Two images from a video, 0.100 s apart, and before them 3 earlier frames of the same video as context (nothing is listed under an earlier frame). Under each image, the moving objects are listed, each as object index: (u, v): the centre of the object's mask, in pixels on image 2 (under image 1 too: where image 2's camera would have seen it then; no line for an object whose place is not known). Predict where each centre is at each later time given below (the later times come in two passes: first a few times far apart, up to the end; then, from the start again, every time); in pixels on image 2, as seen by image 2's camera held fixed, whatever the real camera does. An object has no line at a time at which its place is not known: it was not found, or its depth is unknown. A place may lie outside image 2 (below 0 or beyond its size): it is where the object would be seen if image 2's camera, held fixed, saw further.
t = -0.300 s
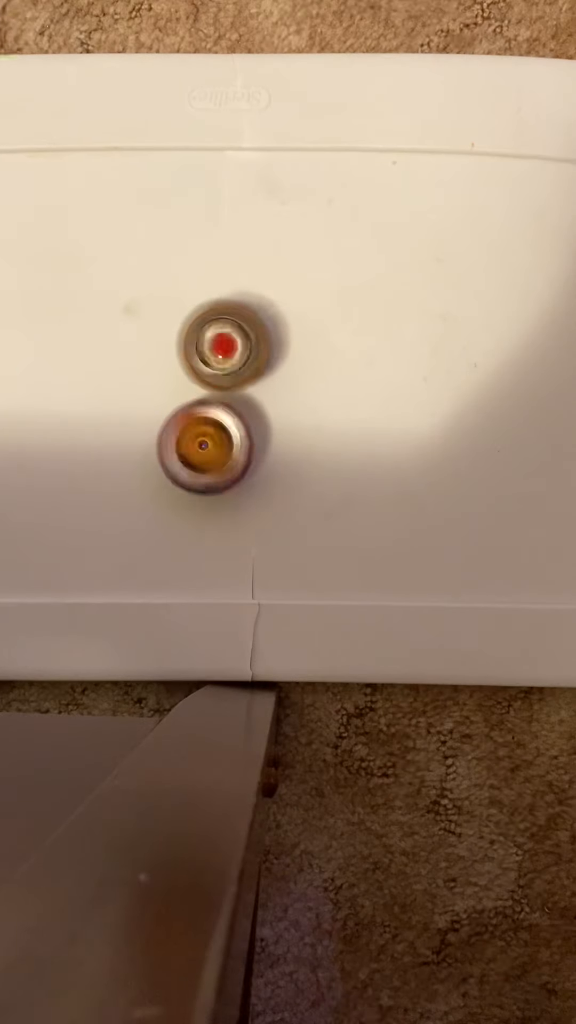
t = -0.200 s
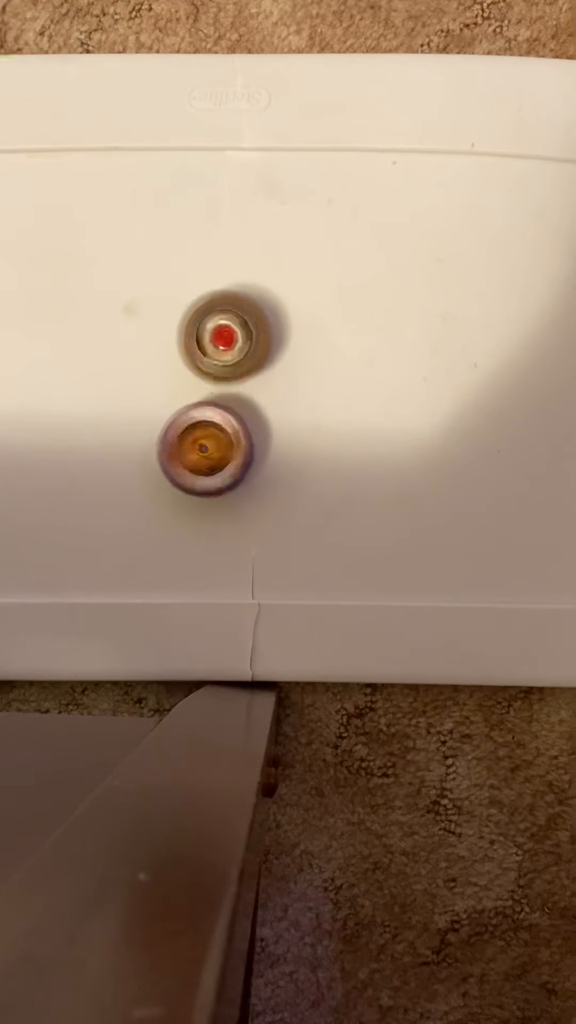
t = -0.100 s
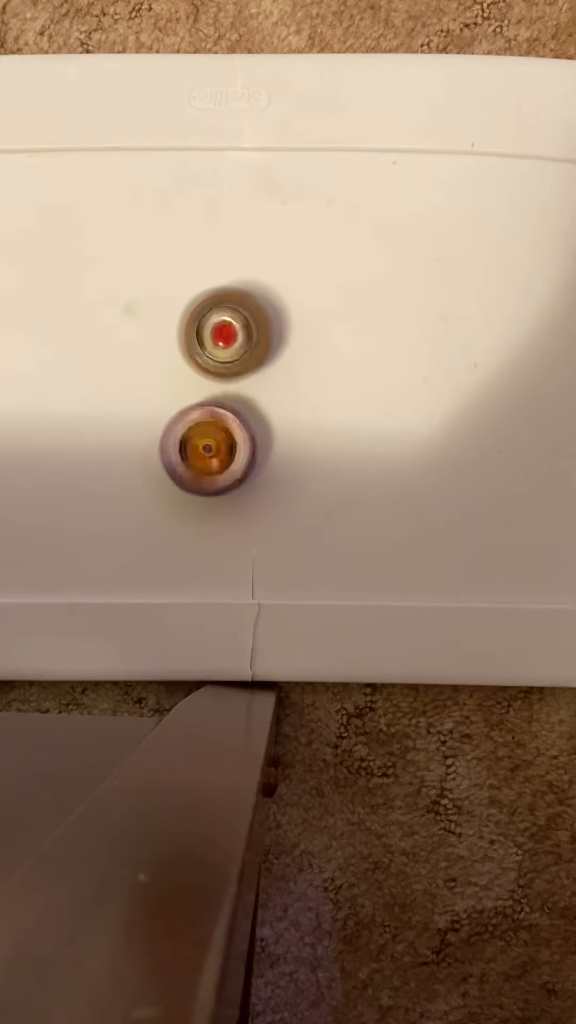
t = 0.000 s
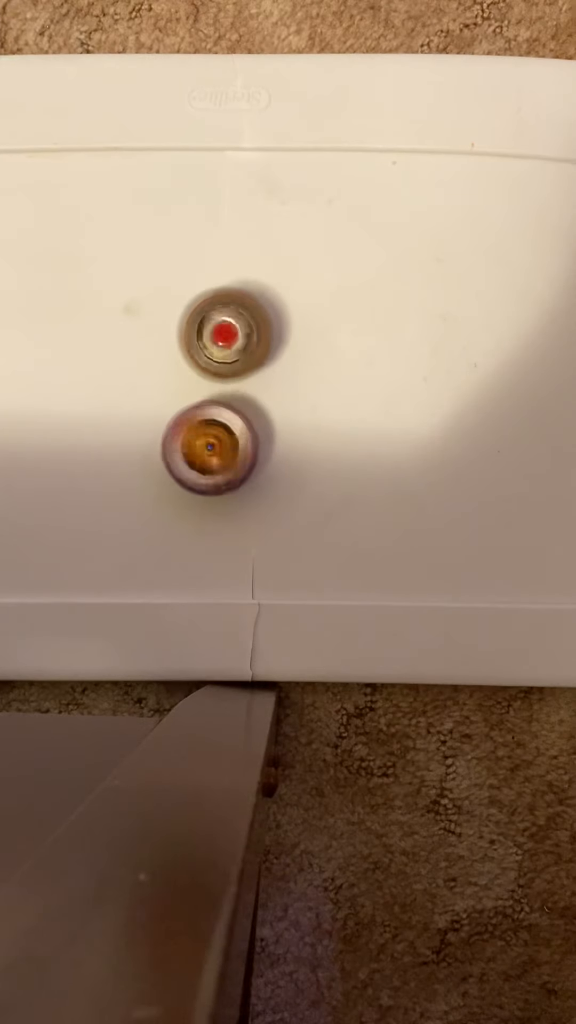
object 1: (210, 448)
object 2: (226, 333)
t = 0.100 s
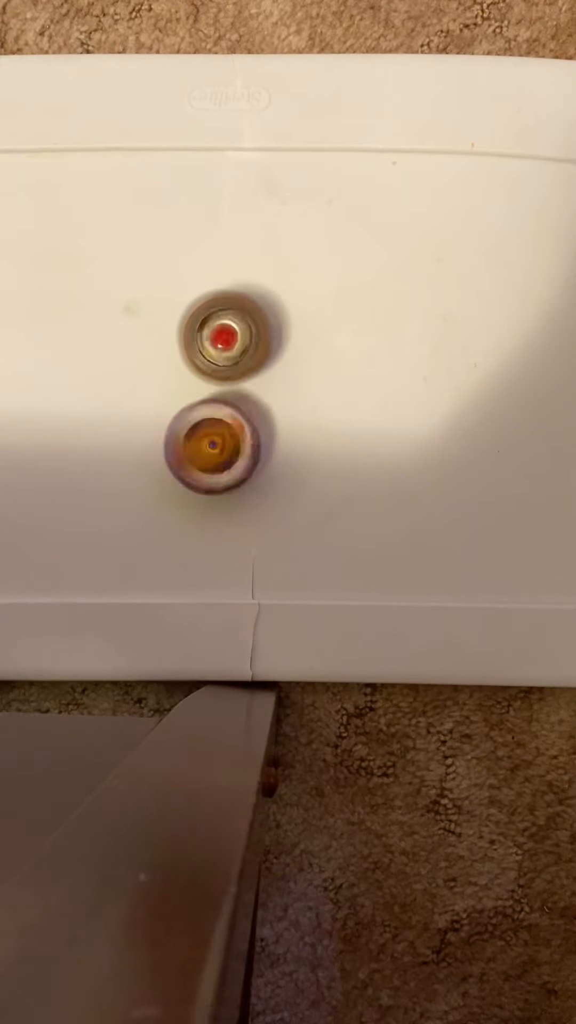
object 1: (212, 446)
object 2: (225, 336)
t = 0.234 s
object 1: (217, 442)
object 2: (224, 339)
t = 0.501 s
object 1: (227, 439)
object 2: (221, 336)
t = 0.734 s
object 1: (234, 441)
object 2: (218, 341)
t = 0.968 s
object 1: (235, 442)
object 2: (211, 336)
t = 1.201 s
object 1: (240, 440)
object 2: (210, 344)
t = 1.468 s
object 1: (242, 452)
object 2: (200, 323)
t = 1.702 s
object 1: (245, 446)
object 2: (198, 329)
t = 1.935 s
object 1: (266, 436)
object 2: (193, 326)
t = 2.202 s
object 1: (289, 438)
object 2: (188, 319)
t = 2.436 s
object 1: (291, 435)
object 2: (193, 336)
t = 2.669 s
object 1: (293, 425)
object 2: (213, 343)
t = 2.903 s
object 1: (300, 411)
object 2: (216, 330)
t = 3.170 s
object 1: (305, 406)
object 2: (209, 319)
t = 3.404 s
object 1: (305, 399)
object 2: (204, 338)
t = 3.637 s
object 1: (317, 387)
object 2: (210, 352)
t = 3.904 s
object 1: (326, 382)
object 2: (220, 342)
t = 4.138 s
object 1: (323, 375)
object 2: (224, 341)
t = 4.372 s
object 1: (326, 367)
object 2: (213, 355)
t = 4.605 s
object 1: (322, 366)
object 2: (206, 368)
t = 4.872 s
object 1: (324, 360)
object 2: (190, 383)
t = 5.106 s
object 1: (325, 357)
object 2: (182, 379)
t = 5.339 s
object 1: (305, 345)
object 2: (179, 381)
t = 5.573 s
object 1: (268, 326)
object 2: (182, 384)
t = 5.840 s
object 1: (238, 306)
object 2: (182, 388)
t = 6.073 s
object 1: (224, 292)
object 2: (193, 384)
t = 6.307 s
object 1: (229, 282)
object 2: (205, 397)
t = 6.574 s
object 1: (235, 283)
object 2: (205, 388)
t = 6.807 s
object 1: (235, 313)
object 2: (186, 403)
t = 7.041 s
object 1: (219, 343)
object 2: (173, 439)
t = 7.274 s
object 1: (206, 348)
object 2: (197, 456)
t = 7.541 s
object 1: (224, 322)
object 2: (179, 418)
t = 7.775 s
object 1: (225, 341)
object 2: (157, 413)
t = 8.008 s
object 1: (219, 353)
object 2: (153, 420)
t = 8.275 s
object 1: (231, 356)
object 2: (136, 437)
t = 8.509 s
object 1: (244, 352)
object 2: (117, 459)
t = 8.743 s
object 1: (247, 373)
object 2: (128, 444)
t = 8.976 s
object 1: (247, 373)
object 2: (120, 425)
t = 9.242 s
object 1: (247, 373)
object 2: (117, 419)
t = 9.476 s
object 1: (247, 373)
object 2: (126, 407)
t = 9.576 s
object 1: (247, 373)
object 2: (116, 403)
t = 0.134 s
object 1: (213, 445)
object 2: (225, 337)
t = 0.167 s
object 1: (214, 443)
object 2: (226, 338)
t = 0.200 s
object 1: (216, 441)
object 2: (225, 340)
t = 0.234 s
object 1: (217, 442)
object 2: (224, 339)
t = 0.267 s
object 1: (217, 442)
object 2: (224, 335)
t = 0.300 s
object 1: (219, 442)
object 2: (221, 335)
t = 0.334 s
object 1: (220, 442)
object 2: (221, 334)
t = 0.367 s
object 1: (221, 442)
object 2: (221, 335)
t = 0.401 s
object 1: (223, 441)
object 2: (220, 335)
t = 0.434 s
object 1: (223, 441)
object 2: (222, 335)
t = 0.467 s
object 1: (225, 440)
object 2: (221, 336)
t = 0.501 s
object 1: (227, 439)
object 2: (221, 336)
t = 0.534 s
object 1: (228, 440)
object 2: (222, 339)
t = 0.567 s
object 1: (228, 440)
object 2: (221, 339)
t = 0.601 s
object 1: (229, 440)
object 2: (221, 340)
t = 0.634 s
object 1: (230, 440)
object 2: (219, 340)
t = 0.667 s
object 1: (231, 440)
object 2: (219, 340)
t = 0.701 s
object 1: (232, 440)
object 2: (218, 341)
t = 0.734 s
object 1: (234, 441)
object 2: (218, 341)
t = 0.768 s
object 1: (233, 441)
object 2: (218, 341)
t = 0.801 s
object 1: (234, 440)
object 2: (217, 341)
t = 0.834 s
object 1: (234, 442)
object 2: (215, 339)
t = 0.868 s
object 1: (234, 443)
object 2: (214, 339)
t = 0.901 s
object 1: (236, 443)
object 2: (213, 337)
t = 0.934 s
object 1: (236, 444)
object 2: (213, 338)
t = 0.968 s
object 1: (235, 442)
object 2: (211, 336)
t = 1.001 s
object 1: (236, 442)
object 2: (212, 337)
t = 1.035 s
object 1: (238, 443)
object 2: (211, 338)
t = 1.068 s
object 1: (238, 442)
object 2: (211, 338)
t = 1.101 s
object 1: (239, 442)
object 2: (210, 341)
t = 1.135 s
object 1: (240, 441)
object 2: (211, 340)
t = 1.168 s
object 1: (239, 441)
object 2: (211, 343)
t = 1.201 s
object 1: (240, 440)
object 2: (210, 344)
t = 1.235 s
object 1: (240, 443)
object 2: (210, 343)
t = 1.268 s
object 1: (241, 449)
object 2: (206, 336)
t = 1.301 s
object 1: (239, 451)
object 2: (202, 329)
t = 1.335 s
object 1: (241, 451)
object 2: (202, 329)
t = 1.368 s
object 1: (241, 452)
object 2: (202, 326)
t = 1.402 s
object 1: (241, 452)
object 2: (202, 325)
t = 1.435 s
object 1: (242, 451)
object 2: (201, 323)
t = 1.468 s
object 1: (242, 452)
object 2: (200, 323)
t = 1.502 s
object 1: (243, 451)
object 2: (199, 321)
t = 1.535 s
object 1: (244, 451)
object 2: (199, 321)
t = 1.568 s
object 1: (245, 451)
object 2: (198, 322)
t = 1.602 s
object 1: (244, 451)
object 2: (197, 323)
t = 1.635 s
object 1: (245, 449)
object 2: (198, 325)
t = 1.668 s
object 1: (245, 448)
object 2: (197, 326)
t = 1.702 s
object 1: (245, 446)
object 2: (198, 329)
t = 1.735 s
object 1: (245, 443)
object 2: (198, 331)
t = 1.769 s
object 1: (246, 441)
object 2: (201, 333)
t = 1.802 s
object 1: (246, 436)
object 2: (201, 335)
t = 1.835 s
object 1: (248, 433)
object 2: (203, 338)
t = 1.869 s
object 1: (253, 431)
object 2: (200, 336)
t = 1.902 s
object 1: (260, 435)
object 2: (195, 329)
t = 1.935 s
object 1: (266, 436)
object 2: (193, 326)
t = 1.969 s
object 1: (272, 437)
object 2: (191, 325)
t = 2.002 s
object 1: (277, 438)
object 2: (192, 323)
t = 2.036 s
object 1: (281, 438)
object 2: (192, 321)
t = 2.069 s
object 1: (283, 439)
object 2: (191, 319)
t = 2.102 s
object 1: (285, 439)
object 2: (190, 319)
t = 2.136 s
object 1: (286, 439)
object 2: (189, 318)
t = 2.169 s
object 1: (287, 439)
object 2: (188, 319)
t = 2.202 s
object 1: (289, 438)
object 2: (188, 319)
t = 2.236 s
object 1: (289, 439)
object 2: (187, 322)
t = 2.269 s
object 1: (288, 438)
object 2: (187, 322)
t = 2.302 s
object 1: (288, 437)
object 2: (187, 326)
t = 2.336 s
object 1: (290, 435)
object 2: (188, 327)
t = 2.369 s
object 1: (290, 436)
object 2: (192, 331)
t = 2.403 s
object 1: (291, 436)
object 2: (191, 332)
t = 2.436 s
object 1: (291, 435)
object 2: (193, 336)
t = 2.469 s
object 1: (292, 435)
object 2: (195, 337)
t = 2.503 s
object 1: (292, 435)
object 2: (197, 339)
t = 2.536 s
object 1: (291, 433)
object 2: (200, 340)
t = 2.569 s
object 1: (292, 431)
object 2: (203, 342)
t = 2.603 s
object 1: (293, 430)
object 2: (206, 342)
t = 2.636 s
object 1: (293, 428)
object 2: (211, 343)
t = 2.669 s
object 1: (293, 425)
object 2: (213, 343)
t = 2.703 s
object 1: (293, 423)
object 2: (216, 344)
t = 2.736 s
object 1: (293, 418)
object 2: (219, 343)
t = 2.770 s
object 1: (295, 415)
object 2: (222, 343)
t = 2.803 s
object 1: (295, 412)
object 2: (222, 340)
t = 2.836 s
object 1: (297, 413)
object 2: (219, 333)
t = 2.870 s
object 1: (299, 412)
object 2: (215, 330)
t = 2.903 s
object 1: (300, 411)
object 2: (216, 330)
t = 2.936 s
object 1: (302, 410)
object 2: (216, 328)
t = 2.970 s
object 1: (302, 410)
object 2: (217, 325)
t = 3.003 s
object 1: (303, 409)
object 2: (215, 322)
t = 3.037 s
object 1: (302, 409)
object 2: (213, 321)
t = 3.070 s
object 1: (304, 406)
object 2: (211, 320)
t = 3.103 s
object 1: (305, 406)
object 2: (210, 320)
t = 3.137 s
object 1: (305, 406)
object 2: (207, 320)
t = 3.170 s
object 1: (305, 406)
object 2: (209, 319)
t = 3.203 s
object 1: (305, 404)
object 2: (204, 322)
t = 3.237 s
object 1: (306, 404)
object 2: (203, 324)
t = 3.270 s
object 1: (306, 404)
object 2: (202, 326)
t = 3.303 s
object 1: (305, 403)
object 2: (202, 330)
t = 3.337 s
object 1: (305, 401)
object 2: (202, 333)
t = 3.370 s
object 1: (305, 400)
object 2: (205, 335)
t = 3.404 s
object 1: (305, 399)
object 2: (204, 338)
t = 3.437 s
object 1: (304, 397)
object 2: (208, 341)
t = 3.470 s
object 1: (304, 395)
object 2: (209, 343)
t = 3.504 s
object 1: (305, 393)
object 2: (213, 346)
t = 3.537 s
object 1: (305, 392)
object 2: (215, 347)
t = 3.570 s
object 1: (305, 390)
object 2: (216, 349)
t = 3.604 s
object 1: (310, 389)
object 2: (211, 350)
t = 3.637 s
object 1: (317, 387)
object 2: (210, 352)
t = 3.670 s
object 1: (320, 385)
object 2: (211, 351)
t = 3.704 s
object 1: (323, 384)
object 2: (213, 349)
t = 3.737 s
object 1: (324, 386)
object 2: (214, 348)
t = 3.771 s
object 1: (324, 384)
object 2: (215, 347)
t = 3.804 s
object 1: (326, 384)
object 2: (217, 346)
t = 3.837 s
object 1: (325, 384)
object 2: (218, 344)
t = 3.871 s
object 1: (326, 383)
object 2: (220, 344)
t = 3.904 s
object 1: (326, 382)
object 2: (220, 342)
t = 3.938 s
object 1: (327, 381)
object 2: (221, 343)
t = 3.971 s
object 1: (327, 381)
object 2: (220, 341)
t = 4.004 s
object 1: (327, 379)
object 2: (222, 342)
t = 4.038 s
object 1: (327, 379)
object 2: (223, 341)
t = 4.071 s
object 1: (326, 378)
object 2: (223, 341)
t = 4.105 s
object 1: (324, 378)
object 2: (225, 340)
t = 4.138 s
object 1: (323, 375)
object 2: (224, 341)
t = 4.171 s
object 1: (321, 374)
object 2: (227, 340)
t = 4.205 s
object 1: (319, 372)
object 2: (225, 342)
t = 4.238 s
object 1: (319, 371)
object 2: (222, 342)
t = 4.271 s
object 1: (316, 368)
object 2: (219, 346)
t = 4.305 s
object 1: (321, 369)
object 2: (213, 349)
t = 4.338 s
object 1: (324, 367)
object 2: (210, 353)
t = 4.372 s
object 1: (326, 367)
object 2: (213, 355)
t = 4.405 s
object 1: (327, 368)
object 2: (210, 353)
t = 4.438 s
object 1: (325, 368)
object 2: (206, 355)
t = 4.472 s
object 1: (324, 366)
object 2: (205, 358)
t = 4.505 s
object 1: (325, 366)
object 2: (204, 362)
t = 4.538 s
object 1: (325, 367)
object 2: (206, 363)
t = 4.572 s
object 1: (324, 367)
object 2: (205, 365)
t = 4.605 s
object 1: (322, 366)
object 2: (206, 368)
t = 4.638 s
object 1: (322, 364)
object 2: (207, 371)
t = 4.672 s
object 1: (320, 365)
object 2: (210, 372)
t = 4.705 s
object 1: (317, 364)
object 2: (212, 373)
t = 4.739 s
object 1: (315, 364)
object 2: (214, 374)
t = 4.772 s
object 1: (313, 363)
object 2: (212, 374)
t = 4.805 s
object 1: (317, 365)
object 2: (201, 376)
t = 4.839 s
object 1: (318, 361)
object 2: (191, 378)
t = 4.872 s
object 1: (324, 360)
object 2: (190, 383)
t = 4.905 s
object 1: (325, 362)
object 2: (192, 383)
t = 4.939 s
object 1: (323, 361)
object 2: (191, 380)
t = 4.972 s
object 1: (322, 360)
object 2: (189, 378)
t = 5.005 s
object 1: (323, 358)
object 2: (184, 377)
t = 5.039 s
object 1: (324, 356)
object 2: (182, 379)
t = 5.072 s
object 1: (326, 355)
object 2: (183, 379)
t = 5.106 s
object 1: (325, 357)
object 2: (182, 379)
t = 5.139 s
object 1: (324, 357)
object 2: (181, 378)
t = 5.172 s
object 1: (322, 355)
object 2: (178, 378)
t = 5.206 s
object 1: (320, 352)
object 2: (178, 382)
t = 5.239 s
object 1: (318, 351)
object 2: (180, 380)
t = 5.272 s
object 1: (313, 349)
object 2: (180, 380)
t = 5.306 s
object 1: (312, 344)
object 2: (180, 381)
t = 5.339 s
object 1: (305, 345)
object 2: (179, 381)
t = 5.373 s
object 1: (297, 341)
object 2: (182, 381)
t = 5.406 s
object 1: (292, 340)
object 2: (183, 379)
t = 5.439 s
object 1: (285, 337)
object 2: (184, 379)
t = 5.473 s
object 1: (278, 336)
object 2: (186, 377)
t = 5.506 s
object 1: (272, 334)
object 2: (182, 378)
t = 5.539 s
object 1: (271, 330)
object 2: (182, 383)
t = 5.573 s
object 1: (268, 326)
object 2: (182, 384)
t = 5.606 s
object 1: (264, 323)
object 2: (182, 384)
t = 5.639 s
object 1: (263, 319)
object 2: (180, 382)
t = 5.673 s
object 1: (258, 317)
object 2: (179, 381)
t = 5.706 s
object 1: (254, 313)
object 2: (180, 384)
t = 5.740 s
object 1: (252, 312)
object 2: (182, 384)
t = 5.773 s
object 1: (246, 311)
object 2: (181, 383)
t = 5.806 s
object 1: (242, 306)
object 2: (181, 385)
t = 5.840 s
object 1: (238, 306)
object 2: (182, 388)
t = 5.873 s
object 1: (236, 304)
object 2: (188, 388)
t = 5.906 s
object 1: (235, 302)
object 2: (188, 384)
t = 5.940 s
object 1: (233, 300)
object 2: (185, 387)
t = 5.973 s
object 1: (229, 297)
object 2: (187, 388)
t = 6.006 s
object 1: (228, 293)
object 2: (189, 388)
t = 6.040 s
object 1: (227, 291)
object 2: (193, 387)
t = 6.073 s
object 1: (224, 292)
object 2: (193, 384)
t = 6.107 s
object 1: (223, 291)
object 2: (192, 384)
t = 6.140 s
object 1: (223, 289)
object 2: (193, 385)
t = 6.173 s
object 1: (224, 290)
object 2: (194, 383)
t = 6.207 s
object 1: (225, 291)
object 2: (195, 383)
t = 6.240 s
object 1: (224, 290)
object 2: (195, 384)
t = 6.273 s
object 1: (227, 284)
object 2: (198, 394)
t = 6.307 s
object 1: (229, 282)
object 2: (205, 397)
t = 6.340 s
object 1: (229, 278)
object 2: (210, 393)
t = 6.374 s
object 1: (230, 275)
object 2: (208, 389)
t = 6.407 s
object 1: (233, 276)
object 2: (206, 388)
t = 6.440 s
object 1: (233, 278)
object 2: (203, 388)
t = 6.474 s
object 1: (234, 276)
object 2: (201, 391)
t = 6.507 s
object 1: (237, 278)
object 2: (203, 392)
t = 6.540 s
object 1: (236, 280)
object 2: (205, 390)
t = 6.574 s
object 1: (235, 283)
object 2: (205, 388)
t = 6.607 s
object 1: (238, 288)
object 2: (204, 386)
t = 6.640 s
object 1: (236, 294)
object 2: (201, 384)
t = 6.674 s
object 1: (233, 298)
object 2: (199, 386)
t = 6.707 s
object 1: (235, 303)
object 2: (200, 386)
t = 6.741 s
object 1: (234, 309)
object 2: (199, 391)
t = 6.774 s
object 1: (233, 310)
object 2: (194, 399)
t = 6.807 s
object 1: (235, 313)
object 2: (186, 403)
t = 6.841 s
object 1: (233, 317)
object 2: (179, 409)
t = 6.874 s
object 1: (229, 321)
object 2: (173, 414)
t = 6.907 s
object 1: (228, 322)
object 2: (168, 421)
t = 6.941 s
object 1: (228, 329)
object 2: (169, 427)
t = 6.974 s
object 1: (223, 336)
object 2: (171, 430)
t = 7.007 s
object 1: (219, 338)
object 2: (171, 435)
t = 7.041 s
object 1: (219, 343)
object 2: (173, 439)
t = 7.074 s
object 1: (215, 350)
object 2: (176, 440)
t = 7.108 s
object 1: (210, 354)
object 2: (179, 440)
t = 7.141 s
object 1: (208, 357)
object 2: (183, 440)
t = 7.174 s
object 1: (205, 360)
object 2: (186, 441)
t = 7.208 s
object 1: (211, 355)
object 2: (188, 450)
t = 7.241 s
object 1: (211, 353)
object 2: (191, 456)
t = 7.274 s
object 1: (206, 348)
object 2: (197, 456)
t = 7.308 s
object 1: (206, 338)
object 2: (199, 452)
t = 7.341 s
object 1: (212, 333)
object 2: (199, 448)
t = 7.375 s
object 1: (216, 333)
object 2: (195, 444)
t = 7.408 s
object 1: (214, 332)
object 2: (191, 440)
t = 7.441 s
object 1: (212, 326)
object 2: (192, 431)
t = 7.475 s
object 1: (216, 319)
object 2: (189, 424)
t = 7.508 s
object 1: (223, 319)
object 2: (183, 421)
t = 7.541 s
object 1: (224, 322)
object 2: (179, 418)
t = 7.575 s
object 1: (222, 325)
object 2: (174, 412)
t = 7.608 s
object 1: (221, 325)
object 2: (170, 409)
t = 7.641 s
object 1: (221, 324)
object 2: (165, 410)
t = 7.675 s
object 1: (222, 324)
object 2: (162, 413)
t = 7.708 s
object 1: (226, 327)
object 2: (160, 414)
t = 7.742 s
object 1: (227, 333)
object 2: (158, 414)
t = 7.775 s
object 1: (225, 341)
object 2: (157, 413)
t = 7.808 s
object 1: (221, 344)
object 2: (156, 414)
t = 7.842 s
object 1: (224, 340)
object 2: (153, 418)
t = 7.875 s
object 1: (230, 342)
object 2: (149, 424)
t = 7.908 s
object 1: (233, 348)
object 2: (150, 427)
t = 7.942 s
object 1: (229, 354)
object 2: (153, 426)
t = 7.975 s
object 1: (223, 355)
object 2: (155, 425)
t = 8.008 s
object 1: (219, 353)
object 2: (153, 420)
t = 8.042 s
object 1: (221, 348)
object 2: (150, 419)
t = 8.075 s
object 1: (225, 349)
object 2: (149, 421)
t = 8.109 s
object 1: (227, 356)
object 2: (149, 422)
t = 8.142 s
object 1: (225, 363)
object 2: (149, 425)
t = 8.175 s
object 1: (217, 368)
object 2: (151, 427)
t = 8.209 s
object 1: (211, 364)
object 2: (152, 427)
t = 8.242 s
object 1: (219, 357)
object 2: (143, 432)
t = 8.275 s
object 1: (231, 356)
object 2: (136, 437)
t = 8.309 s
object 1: (235, 361)
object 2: (128, 440)
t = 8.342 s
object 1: (232, 361)
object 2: (121, 443)
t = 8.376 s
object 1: (230, 358)
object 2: (119, 447)
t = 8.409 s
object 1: (230, 352)
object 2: (119, 450)
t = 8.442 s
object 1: (232, 348)
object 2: (116, 454)
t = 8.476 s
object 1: (237, 349)
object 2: (114, 458)
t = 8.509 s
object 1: (244, 352)
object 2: (117, 459)
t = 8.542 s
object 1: (249, 357)
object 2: (119, 456)
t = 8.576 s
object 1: (250, 362)
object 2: (121, 456)
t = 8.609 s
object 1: (250, 366)
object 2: (123, 458)
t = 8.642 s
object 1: (249, 370)
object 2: (126, 457)
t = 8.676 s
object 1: (248, 372)
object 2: (127, 454)
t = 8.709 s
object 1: (247, 373)
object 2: (126, 449)
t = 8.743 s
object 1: (247, 373)
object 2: (128, 444)
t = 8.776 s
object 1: (247, 373)
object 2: (128, 440)
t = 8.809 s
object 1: (247, 372)
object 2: (127, 435)
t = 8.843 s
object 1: (247, 372)
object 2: (126, 432)
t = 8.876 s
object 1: (247, 373)
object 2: (124, 429)
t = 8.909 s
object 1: (247, 372)
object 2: (123, 427)
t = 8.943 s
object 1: (247, 373)
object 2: (120, 424)
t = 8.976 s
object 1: (247, 373)
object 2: (120, 425)
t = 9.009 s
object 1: (247, 373)
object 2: (120, 423)
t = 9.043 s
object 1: (247, 373)
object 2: (120, 421)
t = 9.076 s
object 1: (247, 373)
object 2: (118, 419)
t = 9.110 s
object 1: (247, 373)
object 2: (117, 417)
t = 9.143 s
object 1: (247, 373)
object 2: (114, 415)
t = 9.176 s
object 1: (247, 373)
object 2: (115, 417)
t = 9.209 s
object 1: (247, 373)
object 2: (116, 418)
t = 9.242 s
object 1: (247, 373)
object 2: (117, 419)
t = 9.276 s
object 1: (247, 373)
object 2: (114, 418)
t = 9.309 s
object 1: (247, 373)
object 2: (114, 417)
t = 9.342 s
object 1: (247, 373)
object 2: (115, 416)
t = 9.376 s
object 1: (247, 373)
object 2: (117, 415)
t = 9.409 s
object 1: (247, 373)
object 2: (120, 413)
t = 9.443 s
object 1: (247, 373)
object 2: (124, 410)
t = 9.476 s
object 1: (247, 373)
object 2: (126, 407)
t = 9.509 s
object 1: (247, 373)
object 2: (124, 403)
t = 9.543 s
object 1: (247, 373)
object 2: (119, 401)
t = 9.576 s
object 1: (247, 373)
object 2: (116, 403)
